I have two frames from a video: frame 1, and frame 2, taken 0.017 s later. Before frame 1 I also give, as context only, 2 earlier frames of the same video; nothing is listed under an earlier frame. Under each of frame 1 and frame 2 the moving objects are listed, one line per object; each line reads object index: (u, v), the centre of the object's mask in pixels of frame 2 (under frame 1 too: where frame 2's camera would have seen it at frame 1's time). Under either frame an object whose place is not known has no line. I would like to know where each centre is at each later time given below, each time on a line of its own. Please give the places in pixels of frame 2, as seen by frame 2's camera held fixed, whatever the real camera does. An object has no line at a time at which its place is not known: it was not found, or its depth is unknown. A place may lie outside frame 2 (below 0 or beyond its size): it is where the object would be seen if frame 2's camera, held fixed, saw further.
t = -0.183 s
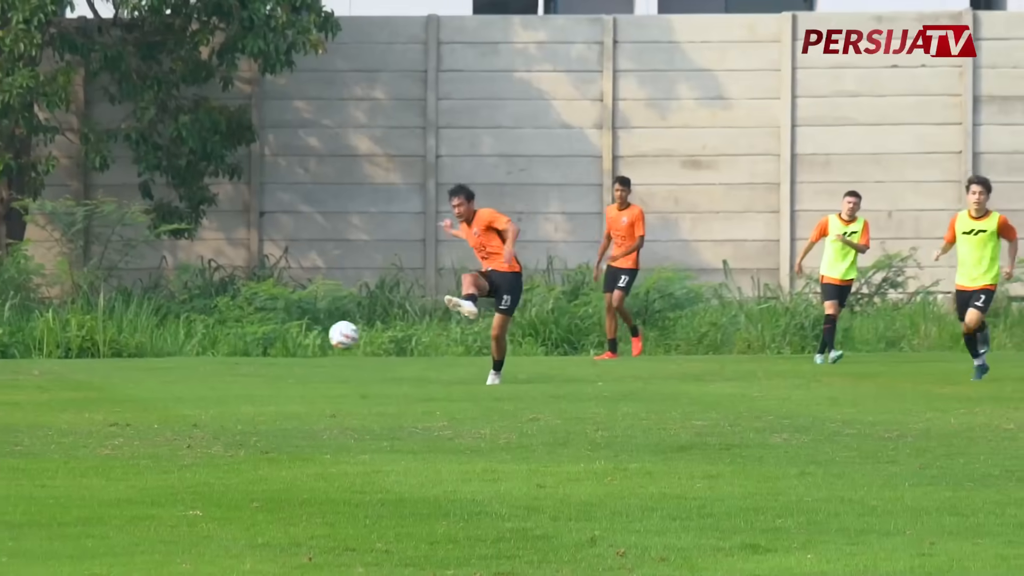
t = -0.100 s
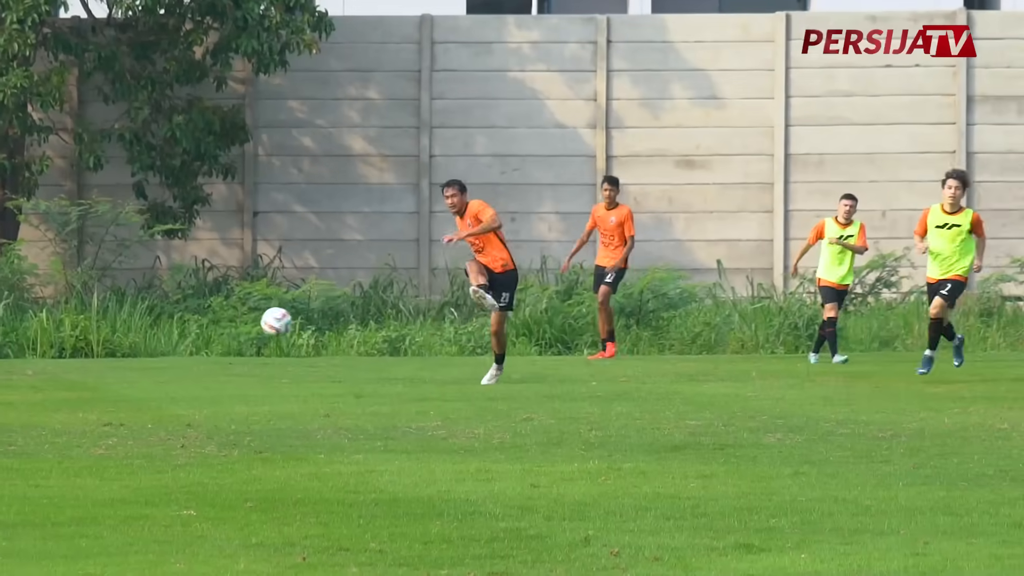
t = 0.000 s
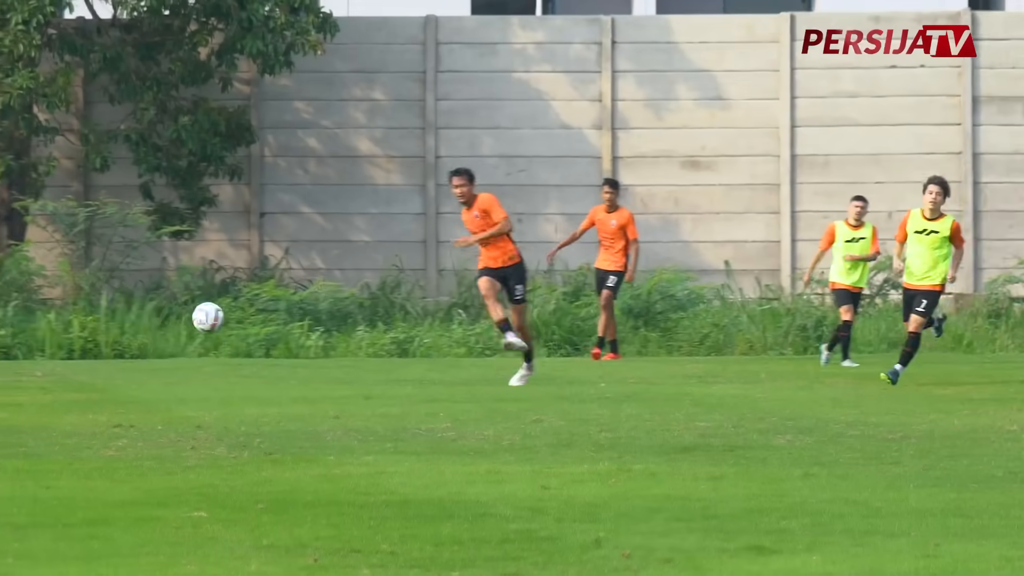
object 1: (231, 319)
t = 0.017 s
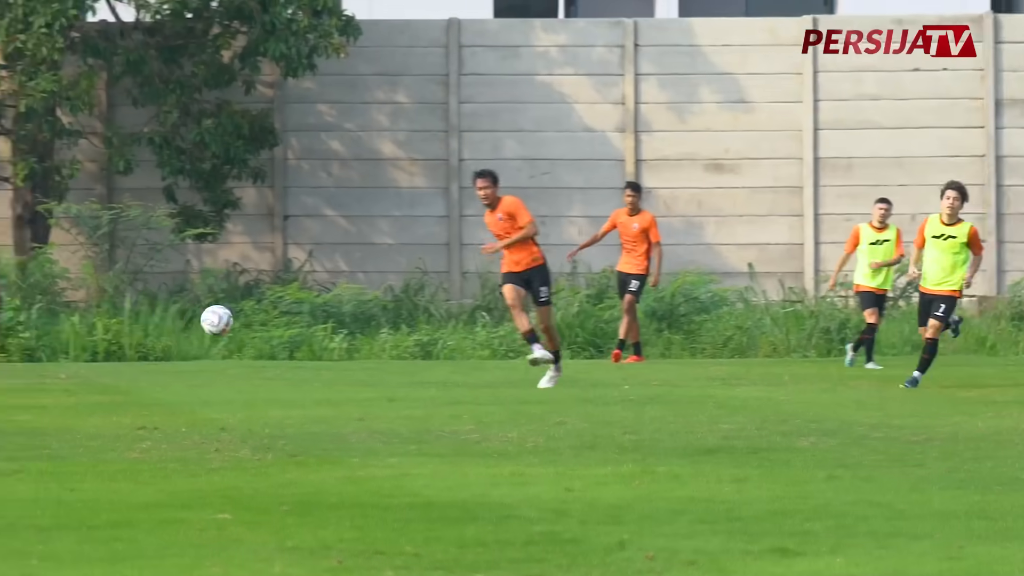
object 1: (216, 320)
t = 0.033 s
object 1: (202, 322)
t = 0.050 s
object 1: (194, 323)
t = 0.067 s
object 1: (179, 325)
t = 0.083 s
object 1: (164, 327)
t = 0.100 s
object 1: (156, 329)
